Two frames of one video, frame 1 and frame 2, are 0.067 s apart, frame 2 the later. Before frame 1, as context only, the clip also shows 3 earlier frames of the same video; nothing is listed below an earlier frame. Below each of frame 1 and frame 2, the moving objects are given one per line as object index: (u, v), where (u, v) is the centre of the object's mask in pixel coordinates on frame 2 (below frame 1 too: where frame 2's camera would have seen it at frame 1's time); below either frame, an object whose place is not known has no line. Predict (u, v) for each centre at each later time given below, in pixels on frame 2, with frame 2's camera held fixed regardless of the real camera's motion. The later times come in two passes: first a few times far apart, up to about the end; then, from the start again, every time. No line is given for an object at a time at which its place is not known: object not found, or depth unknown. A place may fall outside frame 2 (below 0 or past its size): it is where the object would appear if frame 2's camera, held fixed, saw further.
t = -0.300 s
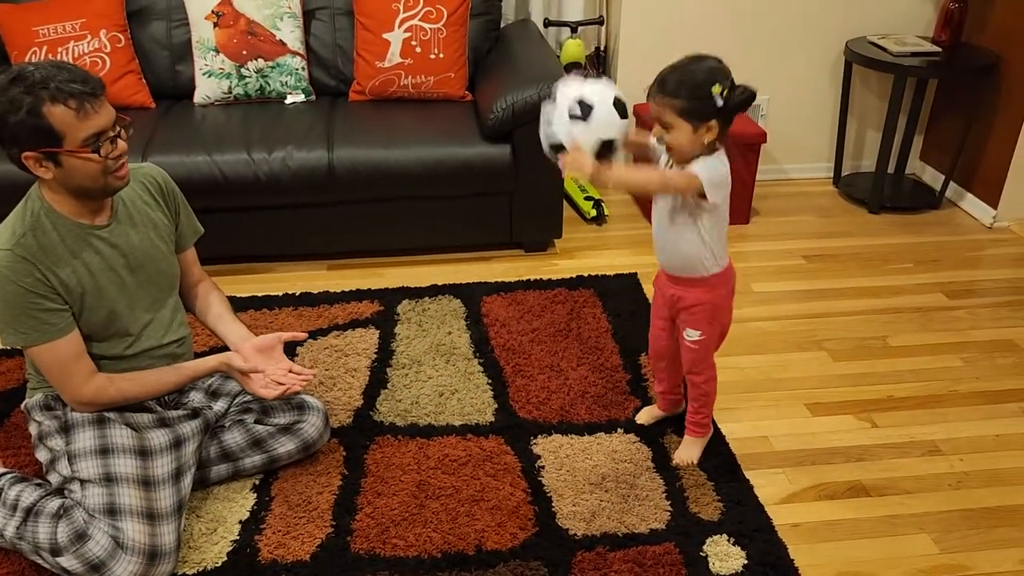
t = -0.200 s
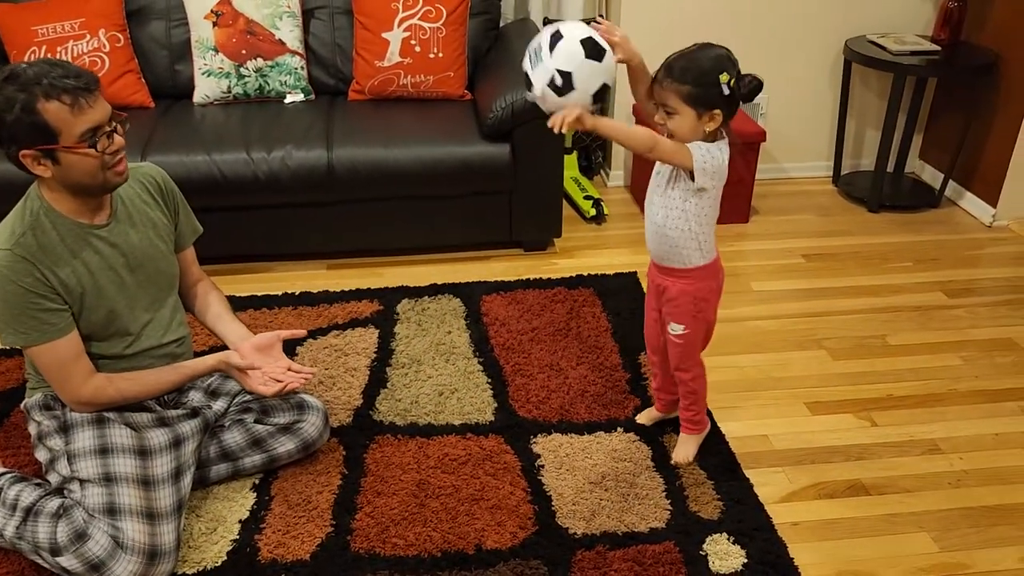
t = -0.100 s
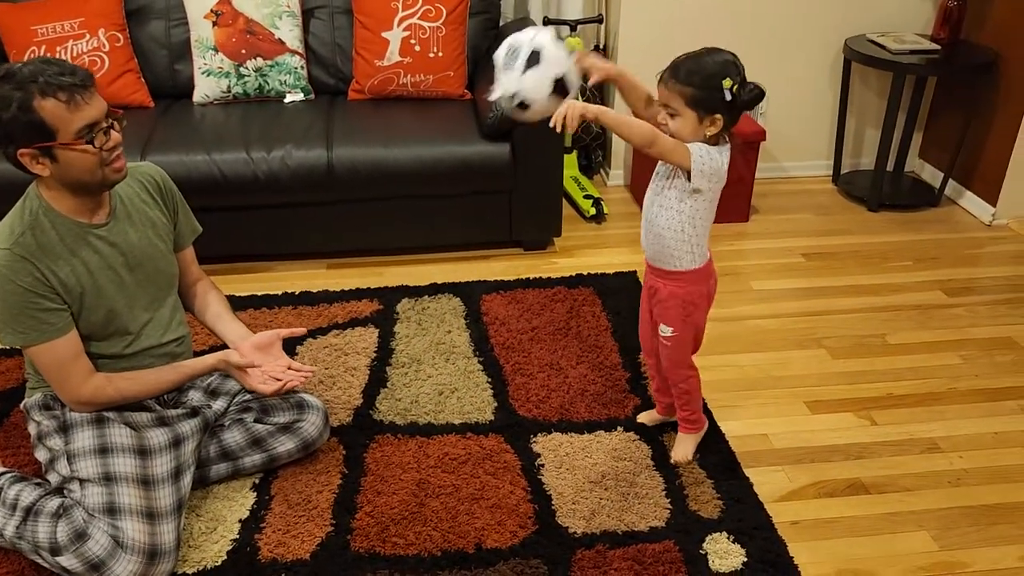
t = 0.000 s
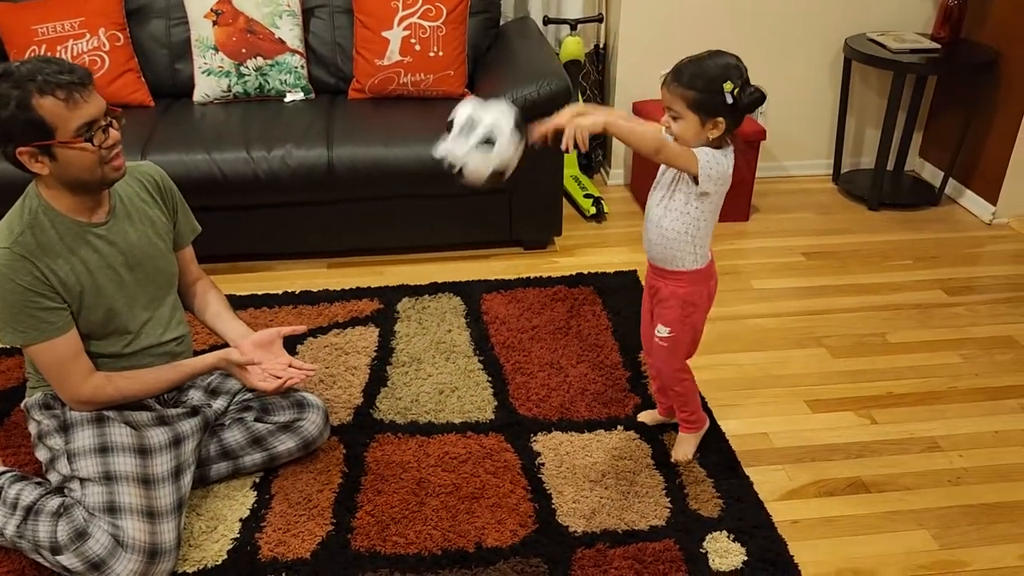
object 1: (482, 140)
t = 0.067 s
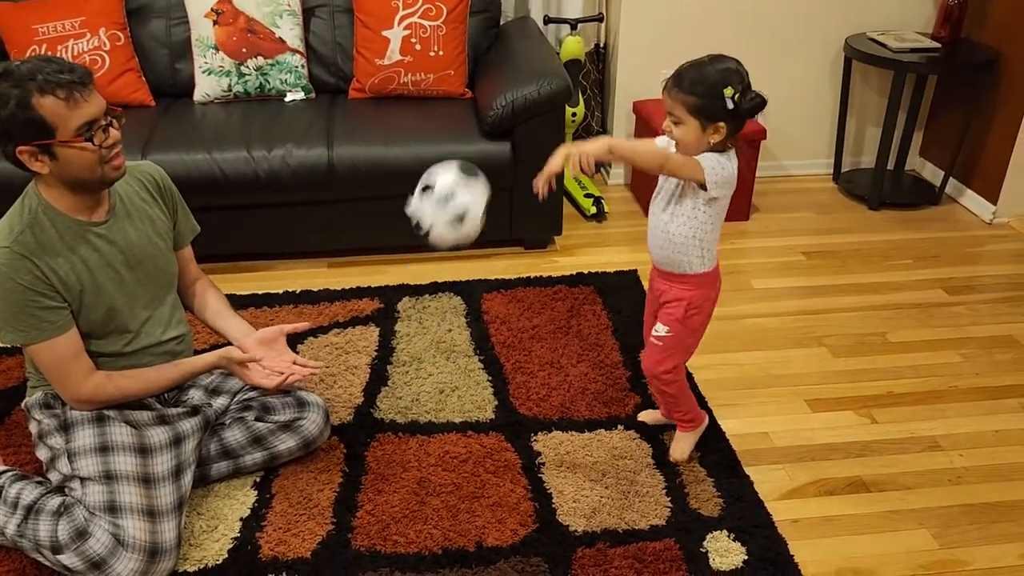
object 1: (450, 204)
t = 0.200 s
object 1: (401, 365)
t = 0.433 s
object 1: (343, 273)
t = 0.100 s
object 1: (436, 239)
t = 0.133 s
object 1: (424, 278)
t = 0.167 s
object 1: (412, 320)
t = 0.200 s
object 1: (401, 365)
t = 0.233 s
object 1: (393, 376)
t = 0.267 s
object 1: (384, 350)
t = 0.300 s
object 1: (374, 325)
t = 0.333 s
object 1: (365, 309)
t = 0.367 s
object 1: (358, 292)
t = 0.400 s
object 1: (350, 281)
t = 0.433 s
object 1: (343, 273)
